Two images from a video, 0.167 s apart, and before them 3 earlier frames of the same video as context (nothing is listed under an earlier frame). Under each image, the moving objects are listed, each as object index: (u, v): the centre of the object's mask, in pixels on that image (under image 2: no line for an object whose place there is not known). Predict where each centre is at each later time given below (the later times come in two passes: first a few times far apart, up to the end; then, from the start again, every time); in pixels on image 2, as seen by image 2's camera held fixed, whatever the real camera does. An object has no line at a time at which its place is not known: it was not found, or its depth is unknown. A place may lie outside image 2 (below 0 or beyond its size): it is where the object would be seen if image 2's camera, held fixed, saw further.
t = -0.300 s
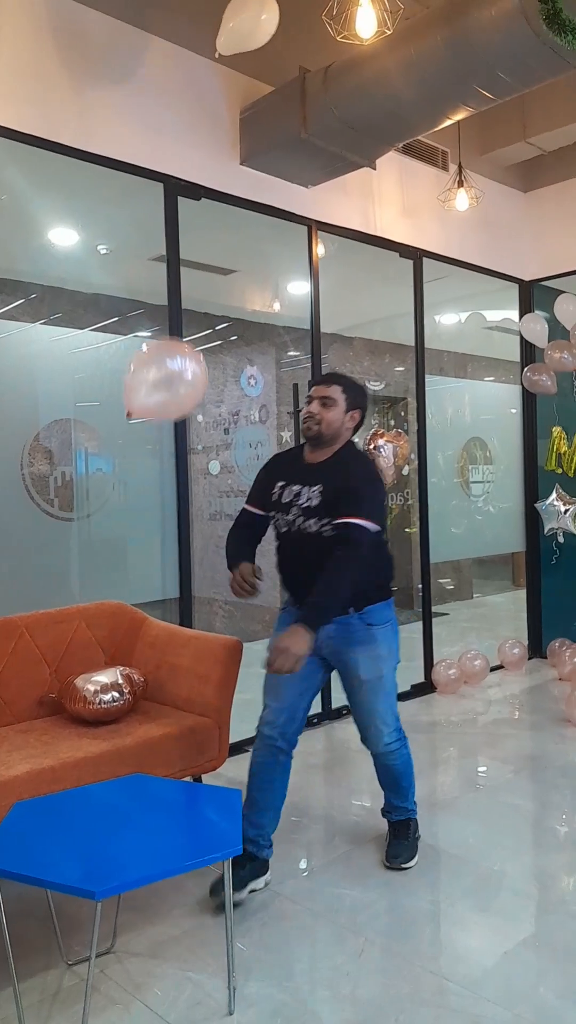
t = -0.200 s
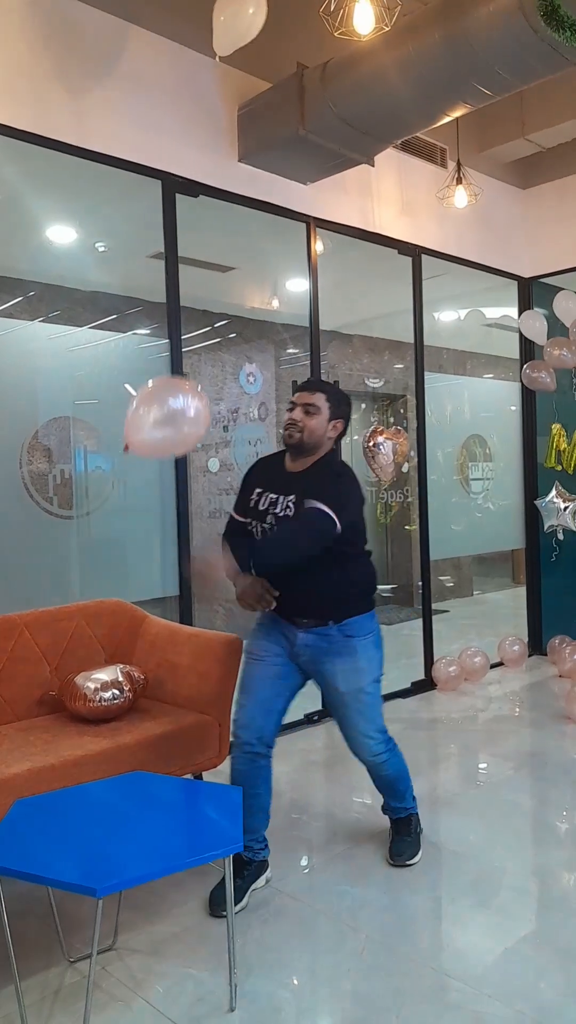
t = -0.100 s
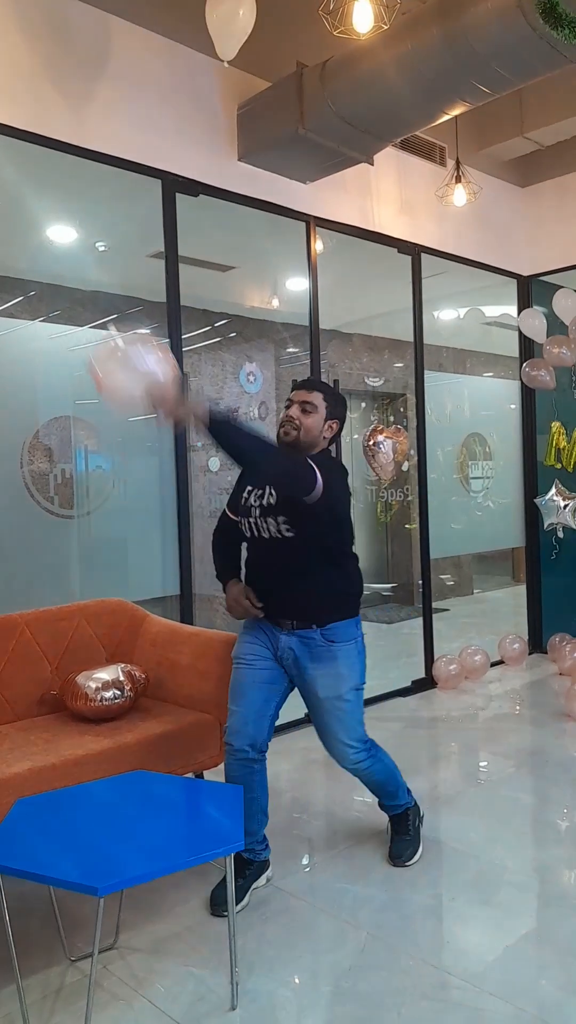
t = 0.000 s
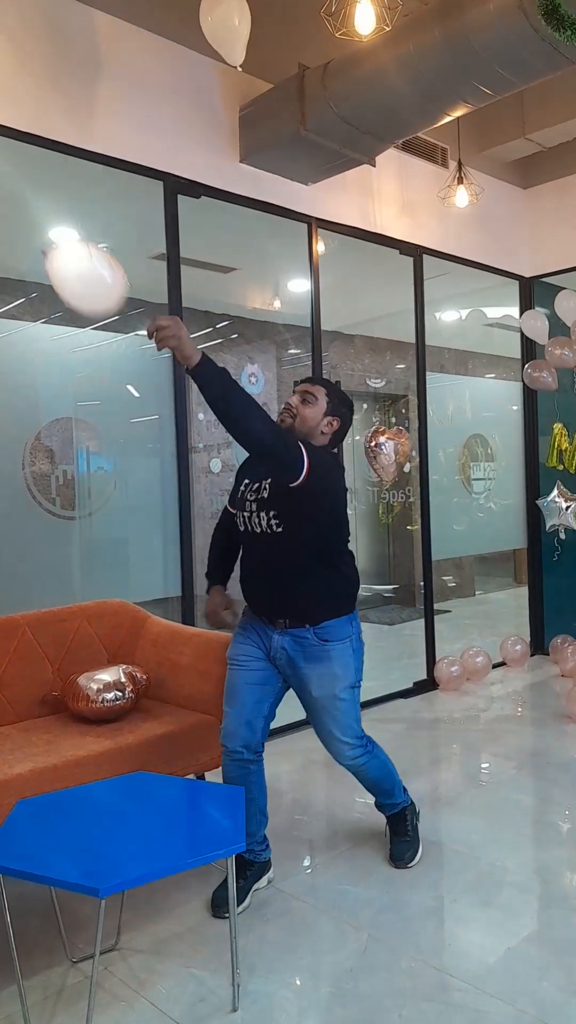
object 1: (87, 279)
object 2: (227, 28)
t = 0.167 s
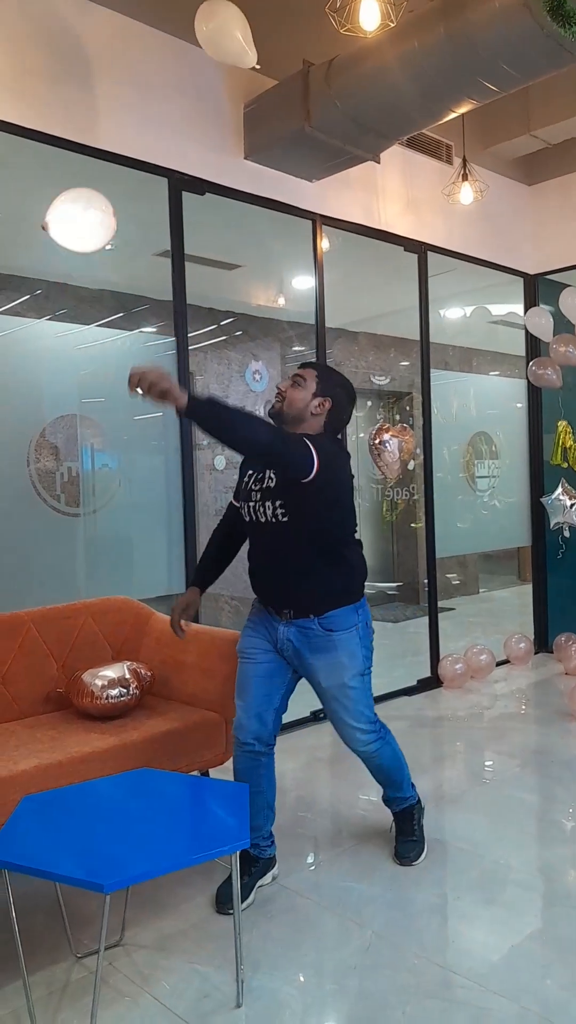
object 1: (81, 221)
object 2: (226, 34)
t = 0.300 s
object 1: (83, 216)
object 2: (224, 53)
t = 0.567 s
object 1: (76, 227)
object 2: (227, 102)
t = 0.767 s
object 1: (61, 234)
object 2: (237, 148)
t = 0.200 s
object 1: (82, 218)
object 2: (225, 38)
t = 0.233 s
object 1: (82, 216)
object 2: (224, 43)
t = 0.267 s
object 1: (83, 216)
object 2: (224, 48)
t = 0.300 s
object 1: (83, 216)
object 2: (224, 53)
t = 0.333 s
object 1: (82, 217)
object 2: (224, 57)
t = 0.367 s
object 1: (83, 219)
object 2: (224, 62)
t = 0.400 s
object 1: (82, 219)
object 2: (224, 68)
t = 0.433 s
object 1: (81, 221)
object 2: (224, 75)
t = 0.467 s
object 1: (80, 222)
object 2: (224, 81)
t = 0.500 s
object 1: (79, 224)
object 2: (225, 88)
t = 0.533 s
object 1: (77, 225)
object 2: (226, 95)
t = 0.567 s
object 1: (76, 227)
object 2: (227, 102)
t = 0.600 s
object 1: (74, 228)
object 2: (228, 109)
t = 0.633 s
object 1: (71, 229)
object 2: (229, 117)
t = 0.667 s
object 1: (69, 230)
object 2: (231, 125)
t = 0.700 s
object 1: (66, 231)
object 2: (233, 132)
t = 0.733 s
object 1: (64, 232)
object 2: (235, 140)
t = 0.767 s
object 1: (61, 234)
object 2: (237, 148)
